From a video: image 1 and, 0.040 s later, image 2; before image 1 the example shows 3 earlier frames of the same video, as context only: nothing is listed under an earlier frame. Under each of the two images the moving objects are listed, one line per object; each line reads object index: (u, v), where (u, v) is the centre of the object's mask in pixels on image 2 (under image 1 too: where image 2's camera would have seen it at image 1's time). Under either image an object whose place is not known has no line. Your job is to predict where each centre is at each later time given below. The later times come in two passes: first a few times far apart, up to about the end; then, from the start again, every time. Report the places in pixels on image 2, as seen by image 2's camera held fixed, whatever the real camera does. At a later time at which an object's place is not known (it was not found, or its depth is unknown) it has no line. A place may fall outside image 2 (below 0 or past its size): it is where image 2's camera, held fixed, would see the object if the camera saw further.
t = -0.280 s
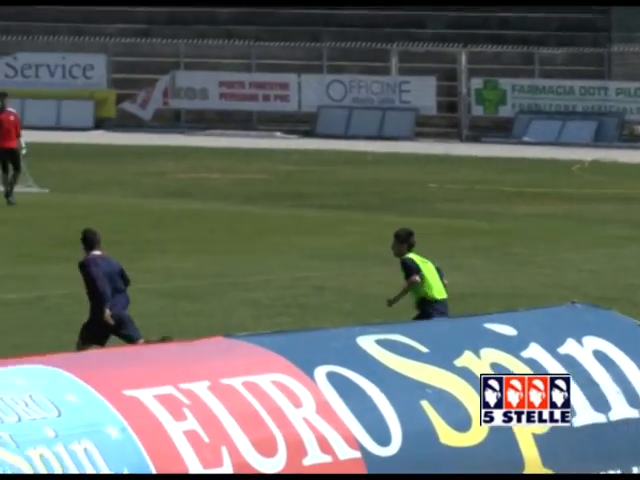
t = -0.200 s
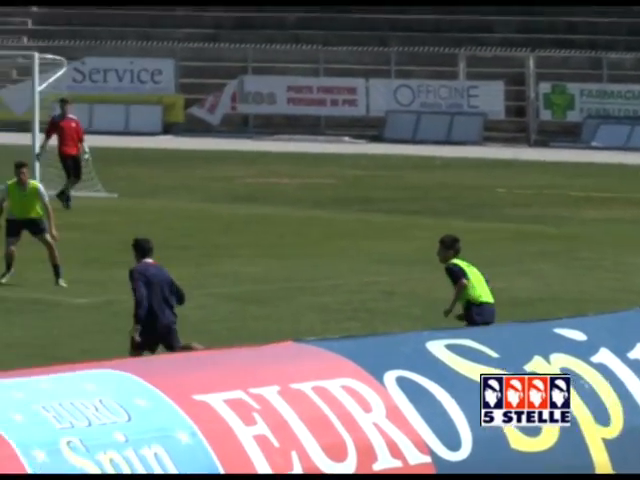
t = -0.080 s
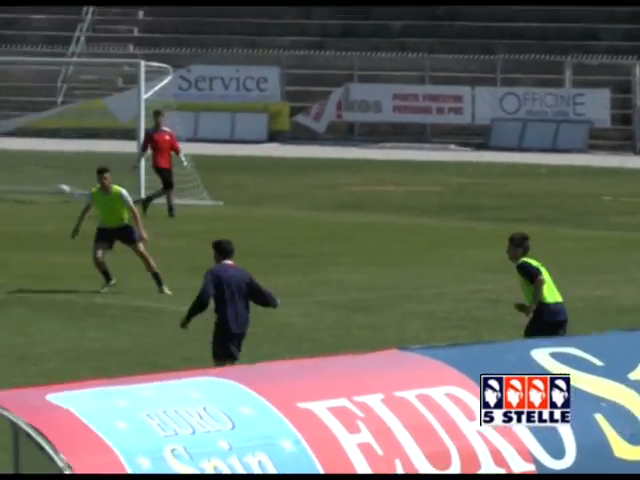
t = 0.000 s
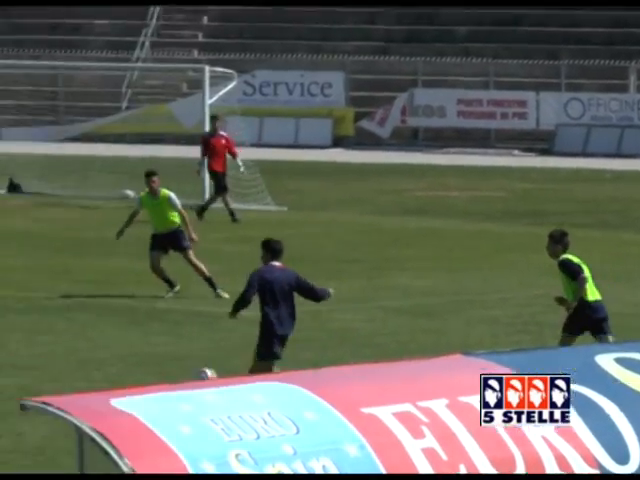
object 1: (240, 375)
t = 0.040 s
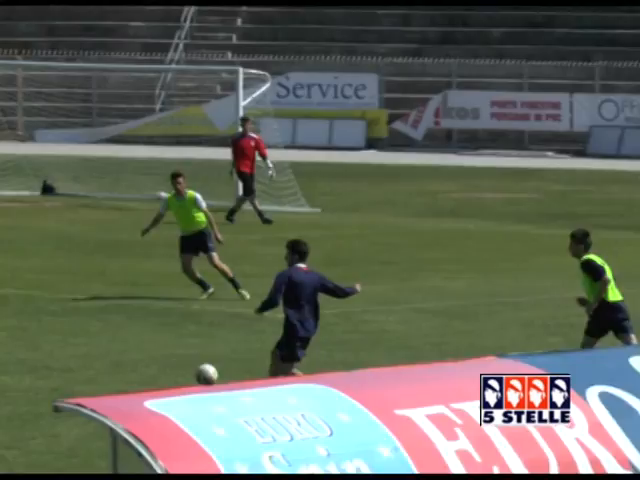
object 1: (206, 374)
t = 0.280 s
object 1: (12, 380)
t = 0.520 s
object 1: (-177, 379)
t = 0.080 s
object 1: (174, 371)
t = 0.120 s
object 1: (142, 369)
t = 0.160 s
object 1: (109, 369)
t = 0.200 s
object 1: (76, 371)
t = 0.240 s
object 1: (44, 375)
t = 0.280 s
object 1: (12, 380)
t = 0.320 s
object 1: (-20, 388)
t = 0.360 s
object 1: (-52, 390)
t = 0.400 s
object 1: (-83, 385)
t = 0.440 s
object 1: (-114, 381)
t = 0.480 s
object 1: (-146, 379)
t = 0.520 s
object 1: (-177, 379)
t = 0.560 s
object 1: (-210, 381)
